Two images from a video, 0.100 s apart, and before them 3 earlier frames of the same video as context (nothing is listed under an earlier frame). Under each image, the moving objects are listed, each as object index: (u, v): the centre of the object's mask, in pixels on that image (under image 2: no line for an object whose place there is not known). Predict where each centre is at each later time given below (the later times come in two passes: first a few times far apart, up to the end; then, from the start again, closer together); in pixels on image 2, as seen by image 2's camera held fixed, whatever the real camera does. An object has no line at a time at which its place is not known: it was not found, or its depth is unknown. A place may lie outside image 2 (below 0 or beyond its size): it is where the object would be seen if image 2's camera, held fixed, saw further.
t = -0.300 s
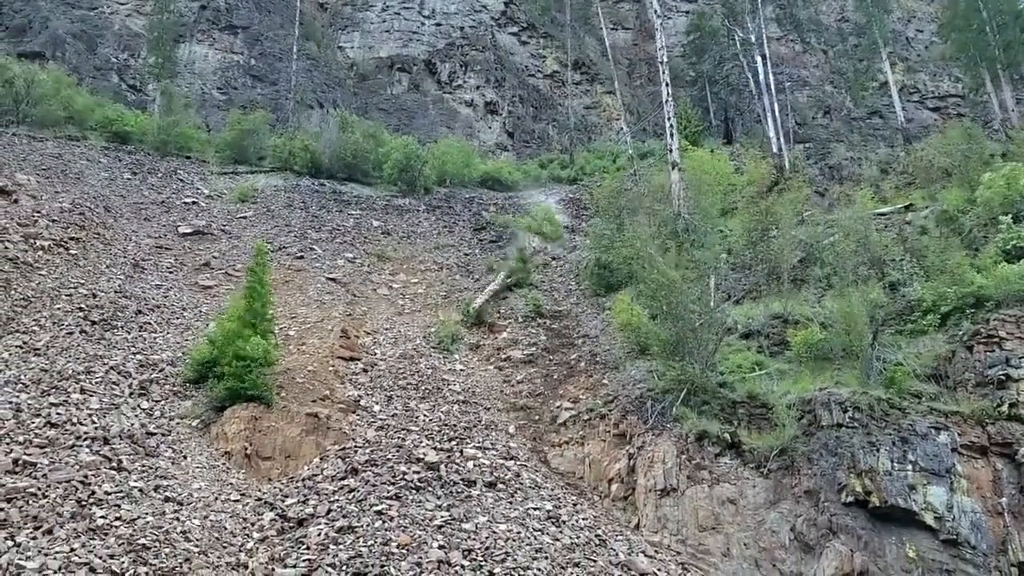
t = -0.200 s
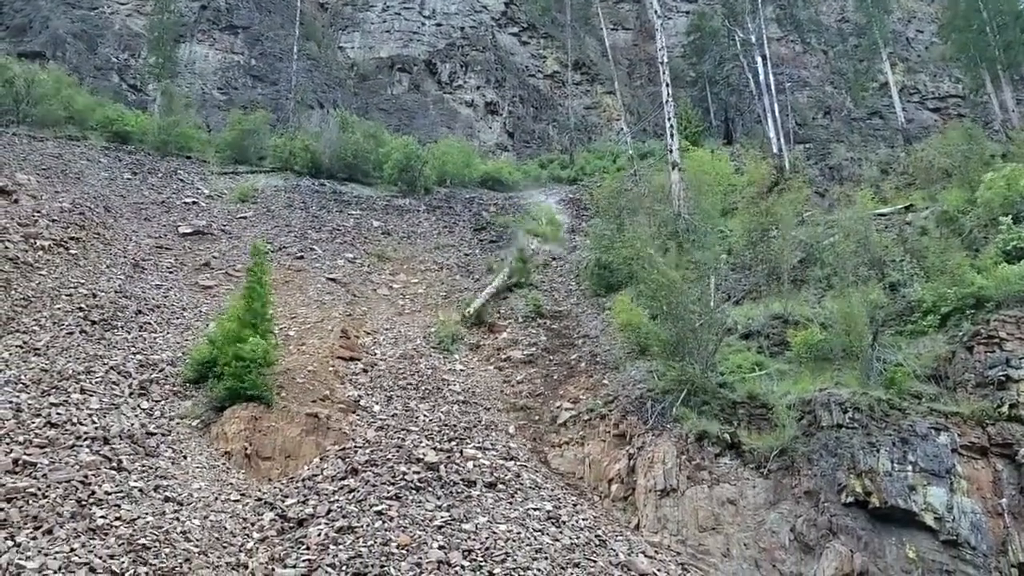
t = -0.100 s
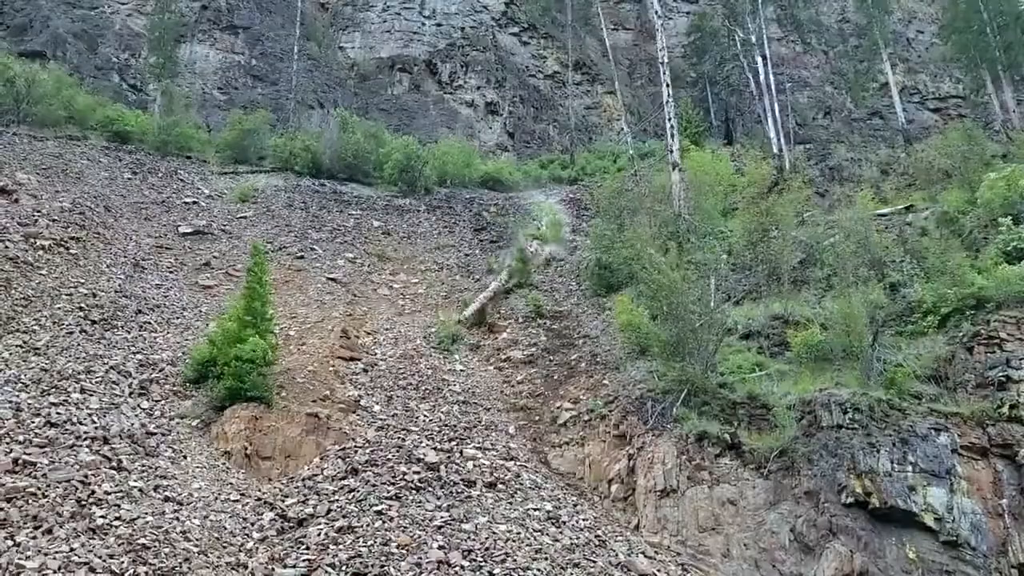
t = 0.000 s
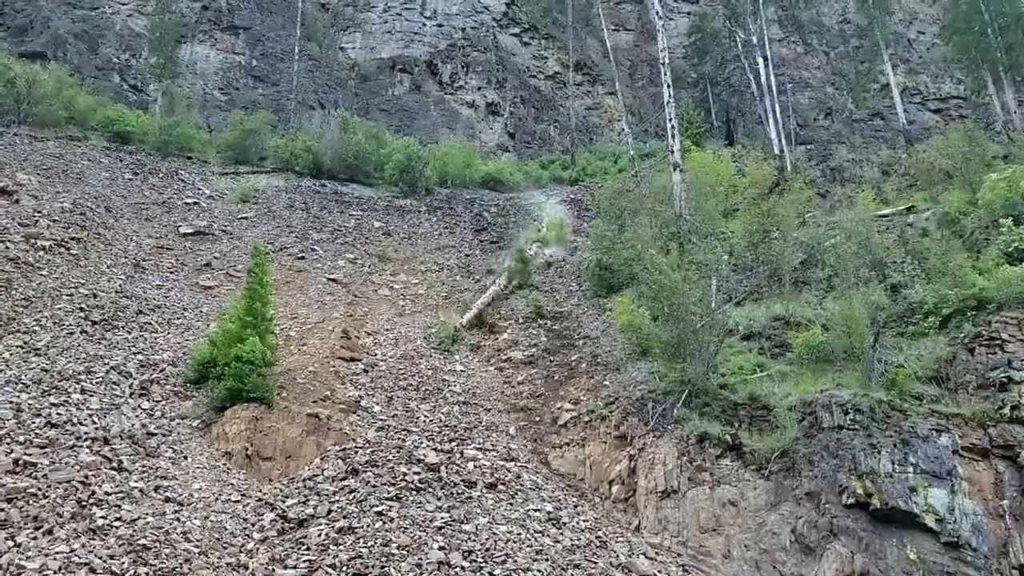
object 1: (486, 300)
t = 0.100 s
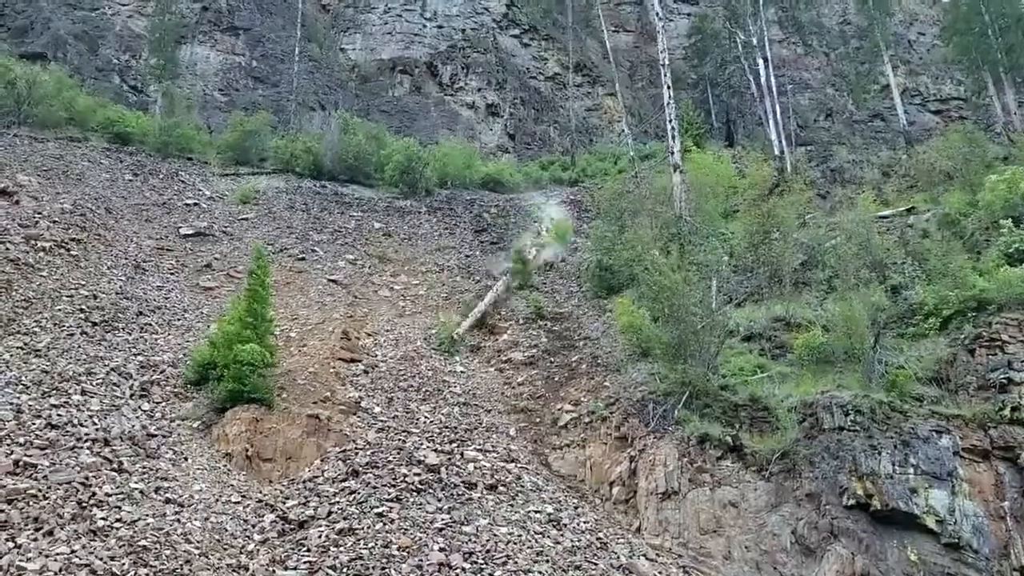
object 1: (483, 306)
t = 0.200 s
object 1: (481, 309)
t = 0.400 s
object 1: (474, 315)
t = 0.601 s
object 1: (469, 316)
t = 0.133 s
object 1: (482, 308)
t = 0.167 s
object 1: (482, 309)
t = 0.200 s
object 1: (481, 309)
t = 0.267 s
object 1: (479, 311)
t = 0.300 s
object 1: (478, 312)
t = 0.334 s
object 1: (477, 312)
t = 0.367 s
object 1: (476, 312)
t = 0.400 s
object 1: (474, 315)
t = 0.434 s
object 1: (474, 313)
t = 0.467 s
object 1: (473, 314)
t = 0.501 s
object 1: (471, 316)
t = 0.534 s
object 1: (470, 316)
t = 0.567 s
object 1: (468, 317)
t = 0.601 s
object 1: (469, 316)
